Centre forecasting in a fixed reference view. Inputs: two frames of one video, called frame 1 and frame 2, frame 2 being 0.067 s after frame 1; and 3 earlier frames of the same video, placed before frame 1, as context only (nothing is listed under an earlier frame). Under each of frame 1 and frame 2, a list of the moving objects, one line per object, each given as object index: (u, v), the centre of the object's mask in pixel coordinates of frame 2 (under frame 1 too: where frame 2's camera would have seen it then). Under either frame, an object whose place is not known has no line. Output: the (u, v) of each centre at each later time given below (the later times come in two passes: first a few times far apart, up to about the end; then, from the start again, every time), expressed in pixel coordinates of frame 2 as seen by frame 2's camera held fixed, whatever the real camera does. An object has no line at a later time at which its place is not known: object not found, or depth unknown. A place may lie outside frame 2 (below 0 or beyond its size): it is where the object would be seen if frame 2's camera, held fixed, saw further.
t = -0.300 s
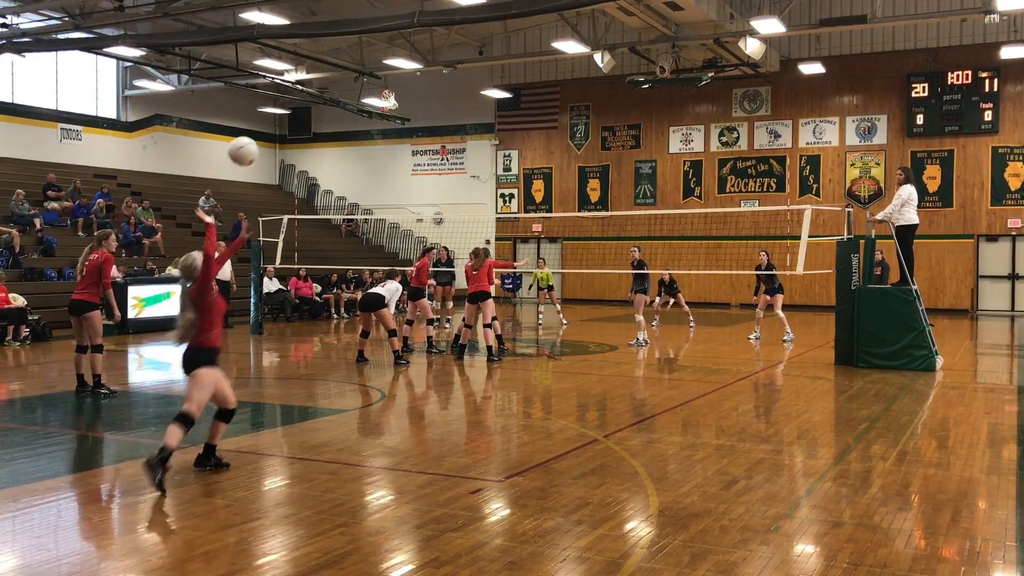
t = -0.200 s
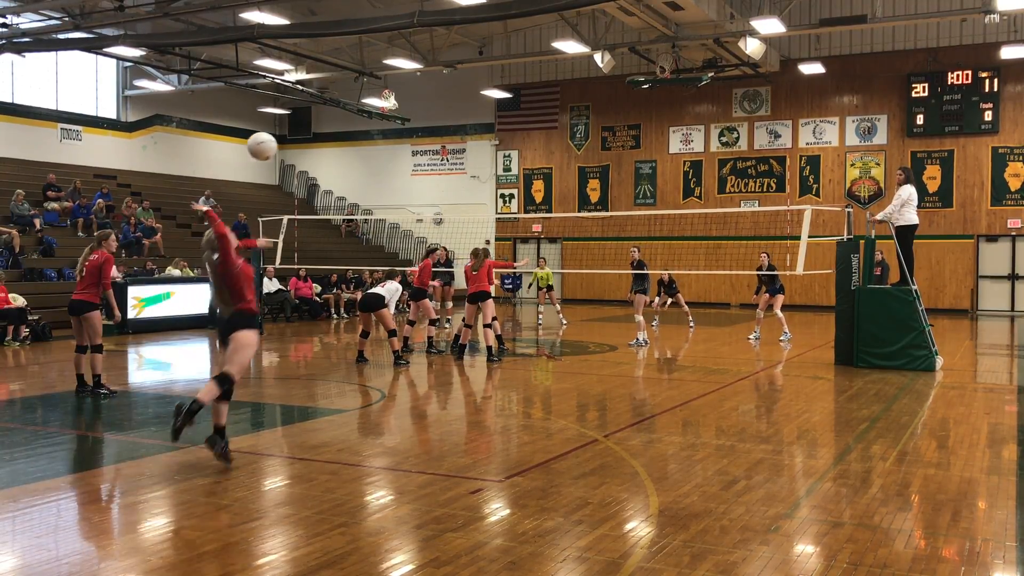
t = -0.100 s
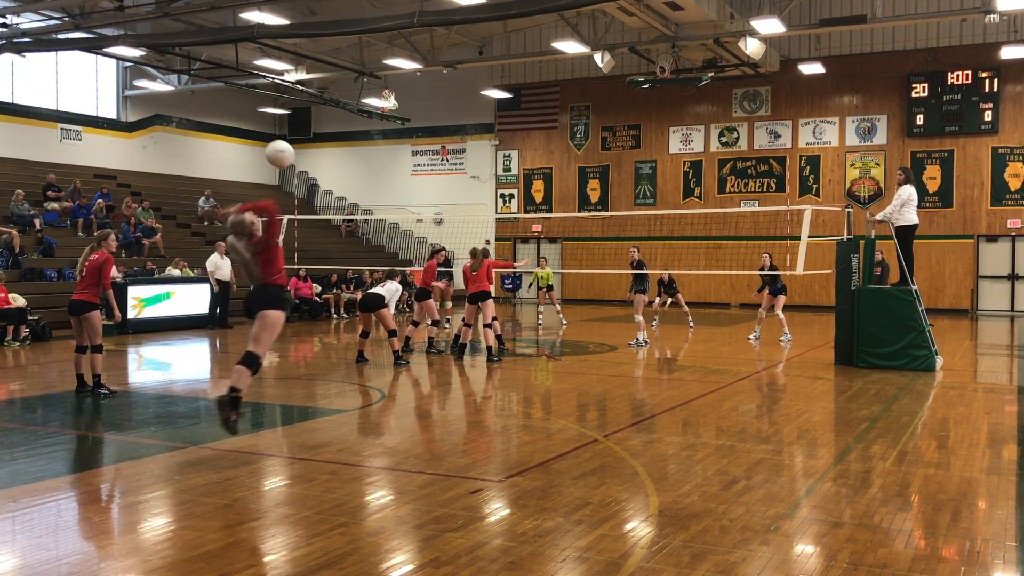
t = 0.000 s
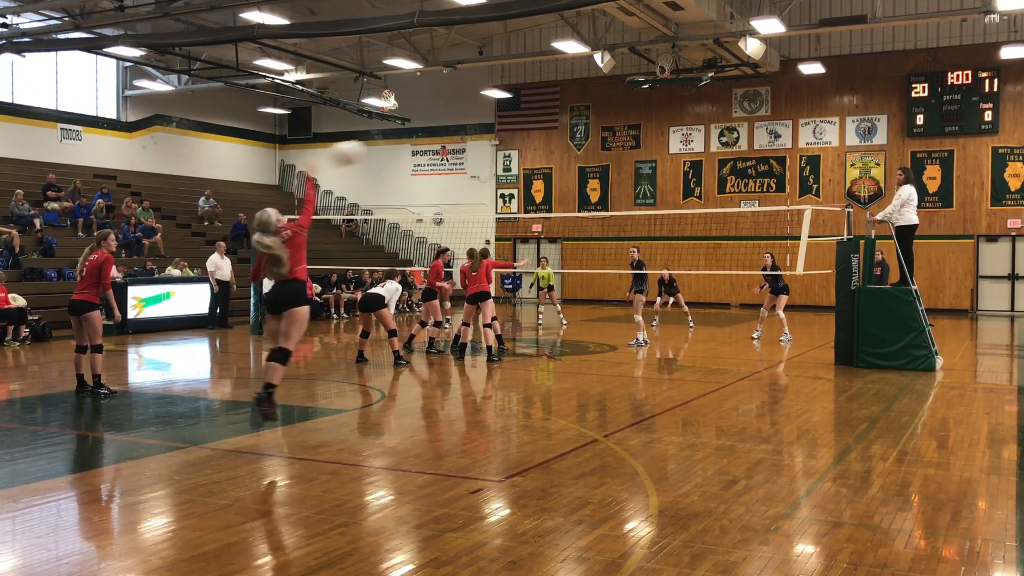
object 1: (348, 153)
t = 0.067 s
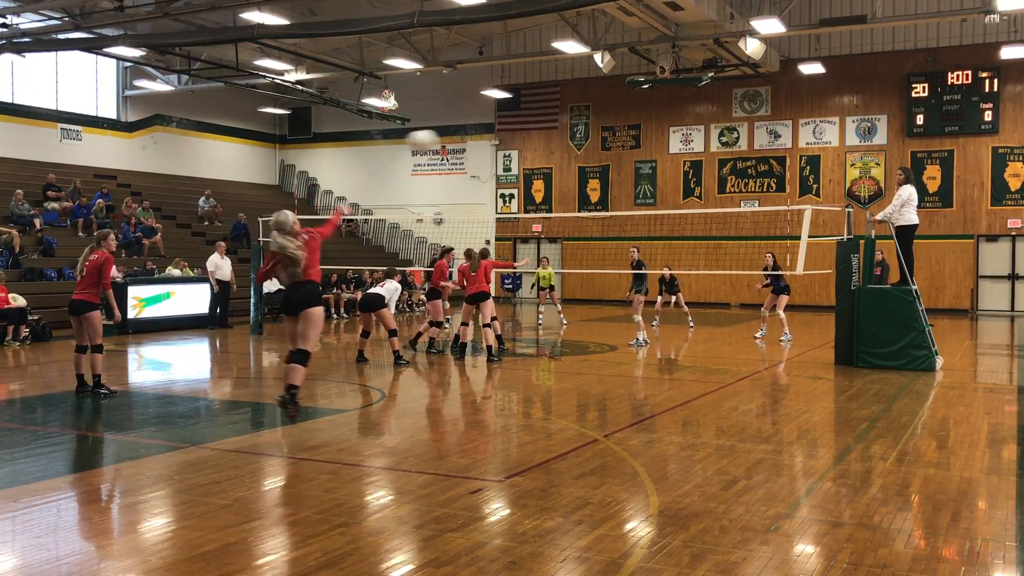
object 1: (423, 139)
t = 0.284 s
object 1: (589, 138)
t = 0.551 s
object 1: (698, 181)
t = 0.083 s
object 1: (440, 137)
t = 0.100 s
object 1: (455, 135)
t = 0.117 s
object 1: (470, 135)
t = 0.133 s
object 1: (484, 134)
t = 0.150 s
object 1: (498, 134)
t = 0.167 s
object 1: (511, 134)
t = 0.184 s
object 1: (524, 133)
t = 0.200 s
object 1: (536, 133)
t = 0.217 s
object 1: (548, 133)
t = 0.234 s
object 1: (558, 134)
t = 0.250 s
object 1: (568, 136)
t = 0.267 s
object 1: (579, 137)
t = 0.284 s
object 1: (589, 138)
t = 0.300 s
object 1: (598, 140)
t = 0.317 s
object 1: (606, 141)
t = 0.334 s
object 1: (615, 143)
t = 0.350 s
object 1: (623, 146)
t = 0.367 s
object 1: (631, 148)
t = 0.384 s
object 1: (639, 150)
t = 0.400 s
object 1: (646, 154)
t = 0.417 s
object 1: (652, 155)
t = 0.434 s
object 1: (659, 158)
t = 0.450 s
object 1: (665, 161)
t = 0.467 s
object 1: (671, 163)
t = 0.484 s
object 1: (677, 167)
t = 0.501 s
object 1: (683, 171)
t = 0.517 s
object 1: (688, 174)
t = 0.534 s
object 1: (693, 178)
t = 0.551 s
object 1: (698, 181)
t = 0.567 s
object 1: (703, 184)
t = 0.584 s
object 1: (708, 187)
